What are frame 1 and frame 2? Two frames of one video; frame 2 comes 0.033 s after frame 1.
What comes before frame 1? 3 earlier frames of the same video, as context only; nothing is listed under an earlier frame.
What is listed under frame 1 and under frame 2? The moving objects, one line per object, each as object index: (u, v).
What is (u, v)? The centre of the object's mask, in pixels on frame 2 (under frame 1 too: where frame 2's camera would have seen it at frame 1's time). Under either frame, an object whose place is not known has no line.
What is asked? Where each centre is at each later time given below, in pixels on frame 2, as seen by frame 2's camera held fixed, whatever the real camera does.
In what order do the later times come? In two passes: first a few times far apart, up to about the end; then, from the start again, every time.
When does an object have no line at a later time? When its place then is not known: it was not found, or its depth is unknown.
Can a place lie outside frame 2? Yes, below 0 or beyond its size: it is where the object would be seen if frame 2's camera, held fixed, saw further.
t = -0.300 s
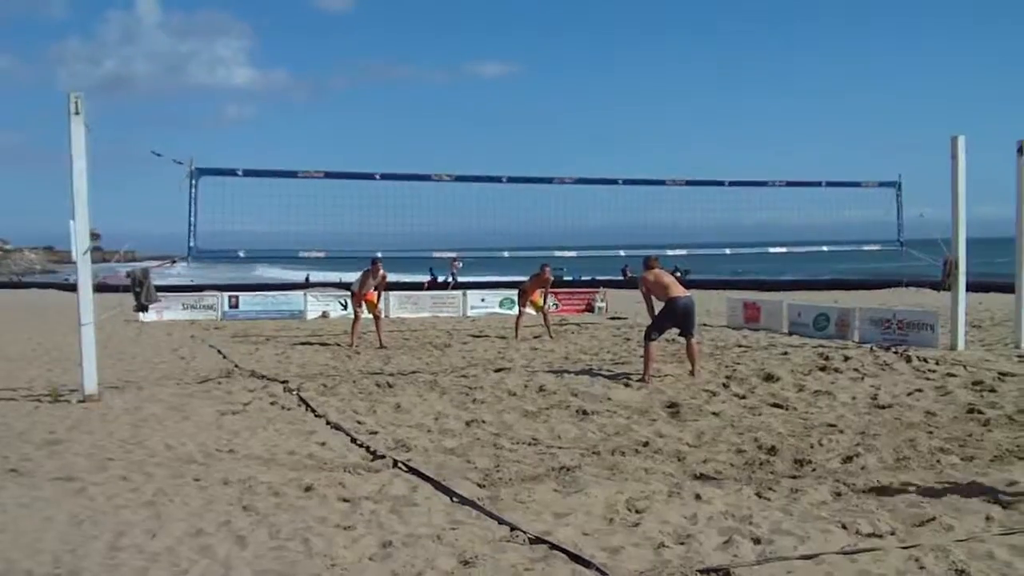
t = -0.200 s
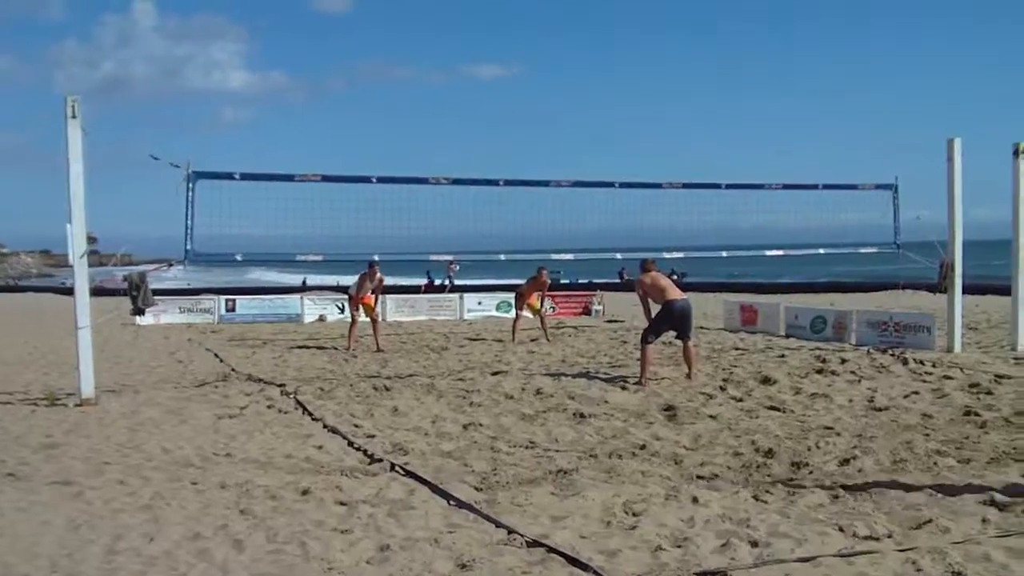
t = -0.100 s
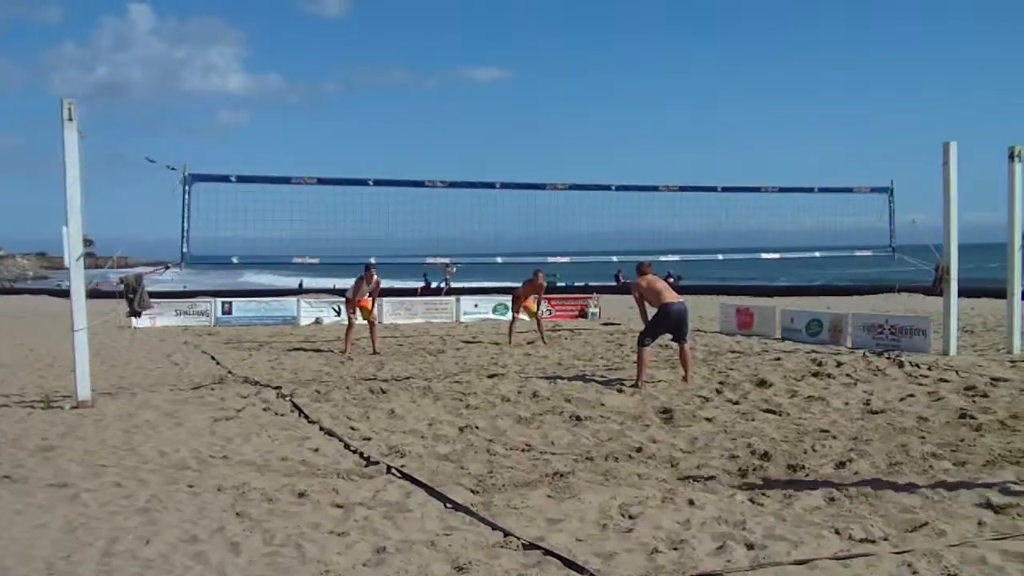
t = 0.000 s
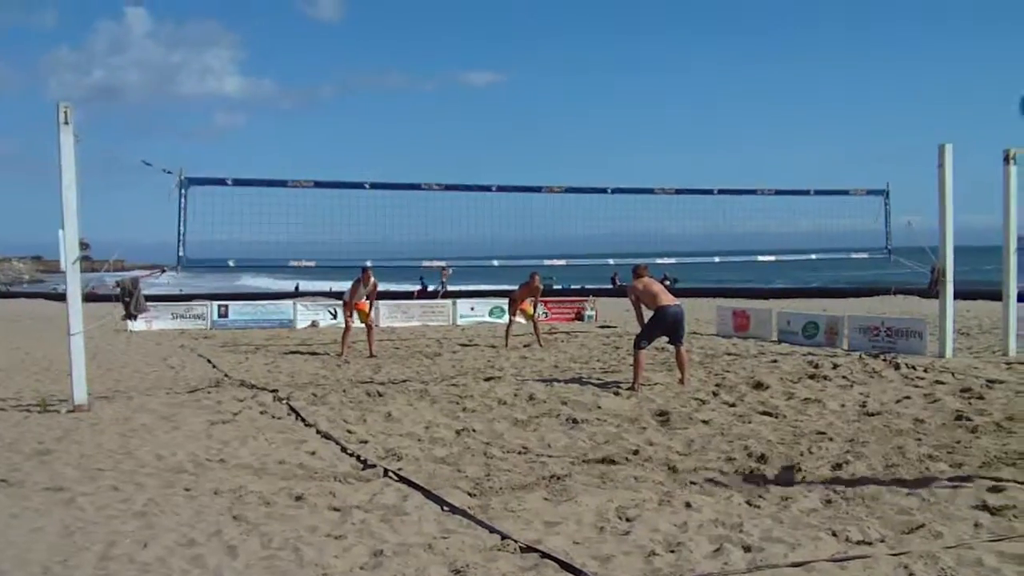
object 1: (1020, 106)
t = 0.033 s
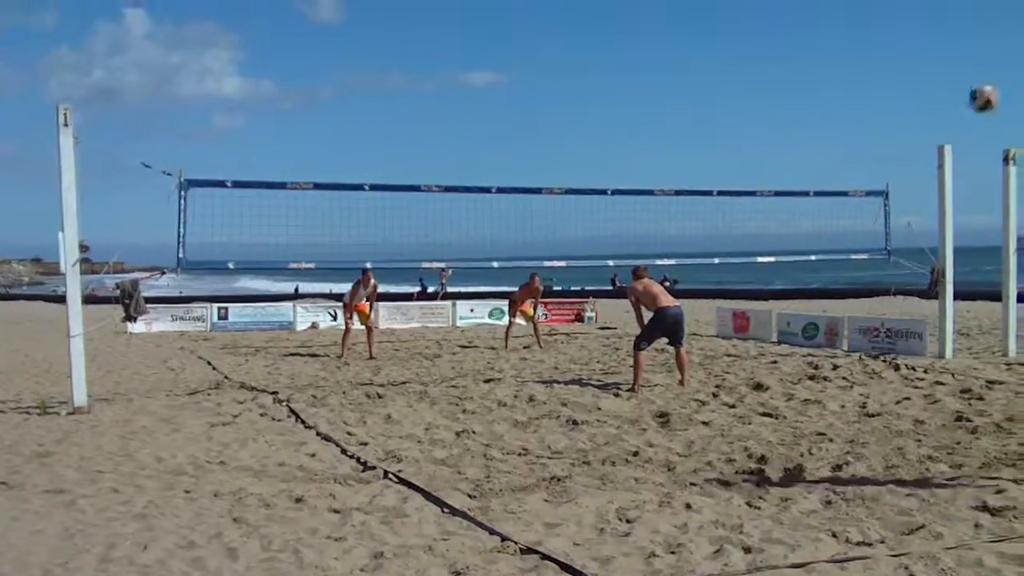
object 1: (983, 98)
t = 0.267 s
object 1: (726, 89)
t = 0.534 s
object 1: (549, 138)
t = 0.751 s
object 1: (451, 201)
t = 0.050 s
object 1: (959, 95)
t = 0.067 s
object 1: (936, 92)
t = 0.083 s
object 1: (915, 90)
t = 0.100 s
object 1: (895, 88)
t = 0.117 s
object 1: (875, 86)
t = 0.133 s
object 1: (855, 85)
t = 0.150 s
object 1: (837, 84)
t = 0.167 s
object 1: (819, 84)
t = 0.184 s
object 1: (802, 84)
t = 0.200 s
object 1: (786, 85)
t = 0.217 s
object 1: (770, 85)
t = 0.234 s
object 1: (755, 86)
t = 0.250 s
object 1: (740, 87)
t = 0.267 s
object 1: (726, 89)
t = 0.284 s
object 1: (713, 90)
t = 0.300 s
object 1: (699, 92)
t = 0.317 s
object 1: (687, 94)
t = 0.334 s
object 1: (674, 97)
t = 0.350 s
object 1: (661, 100)
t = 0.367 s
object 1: (650, 103)
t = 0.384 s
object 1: (639, 106)
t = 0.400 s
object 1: (628, 109)
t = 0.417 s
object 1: (617, 112)
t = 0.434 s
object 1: (606, 115)
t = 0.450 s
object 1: (596, 119)
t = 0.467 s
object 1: (586, 122)
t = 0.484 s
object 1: (576, 126)
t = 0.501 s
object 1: (568, 130)
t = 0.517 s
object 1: (558, 134)
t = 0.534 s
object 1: (549, 138)
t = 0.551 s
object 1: (541, 143)
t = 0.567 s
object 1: (532, 147)
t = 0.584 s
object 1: (524, 151)
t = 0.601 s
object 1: (516, 156)
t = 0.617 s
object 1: (508, 161)
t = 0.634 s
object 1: (500, 166)
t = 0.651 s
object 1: (493, 170)
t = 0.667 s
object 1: (486, 176)
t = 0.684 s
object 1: (479, 180)
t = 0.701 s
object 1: (472, 181)
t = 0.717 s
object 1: (466, 195)
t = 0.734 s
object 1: (456, 198)
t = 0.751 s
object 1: (451, 201)
